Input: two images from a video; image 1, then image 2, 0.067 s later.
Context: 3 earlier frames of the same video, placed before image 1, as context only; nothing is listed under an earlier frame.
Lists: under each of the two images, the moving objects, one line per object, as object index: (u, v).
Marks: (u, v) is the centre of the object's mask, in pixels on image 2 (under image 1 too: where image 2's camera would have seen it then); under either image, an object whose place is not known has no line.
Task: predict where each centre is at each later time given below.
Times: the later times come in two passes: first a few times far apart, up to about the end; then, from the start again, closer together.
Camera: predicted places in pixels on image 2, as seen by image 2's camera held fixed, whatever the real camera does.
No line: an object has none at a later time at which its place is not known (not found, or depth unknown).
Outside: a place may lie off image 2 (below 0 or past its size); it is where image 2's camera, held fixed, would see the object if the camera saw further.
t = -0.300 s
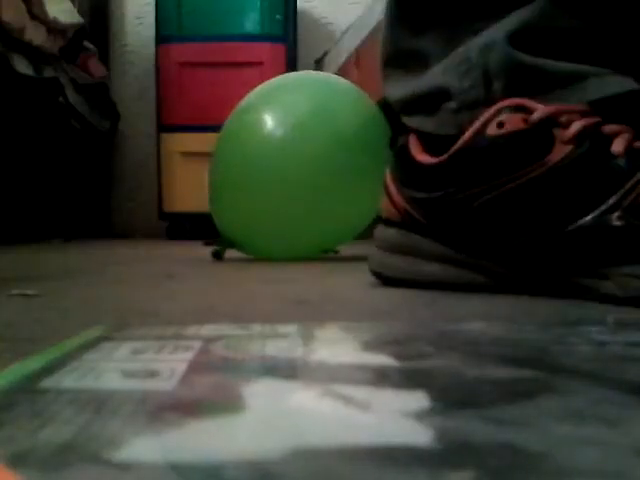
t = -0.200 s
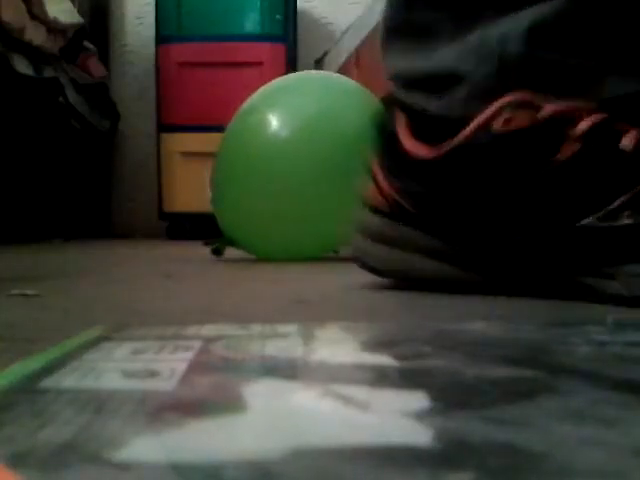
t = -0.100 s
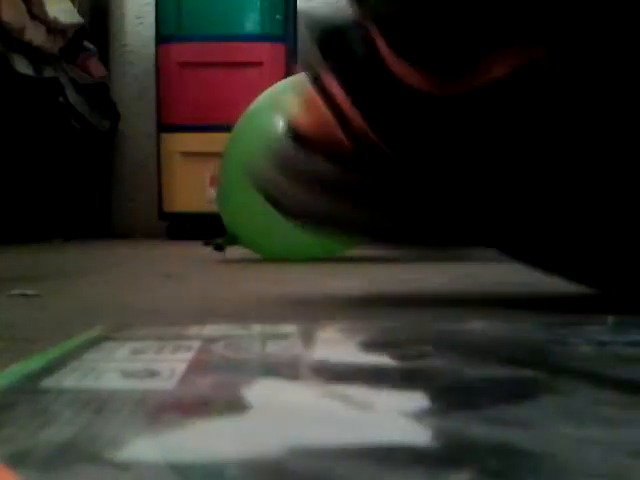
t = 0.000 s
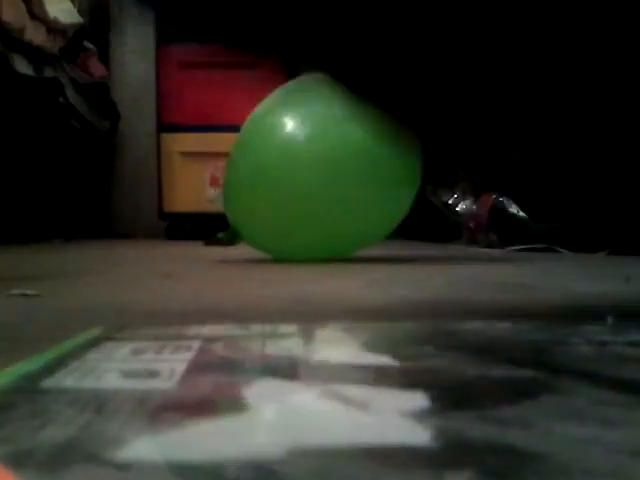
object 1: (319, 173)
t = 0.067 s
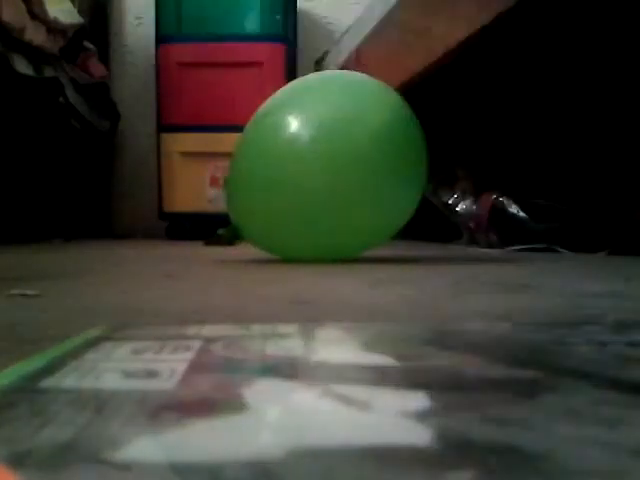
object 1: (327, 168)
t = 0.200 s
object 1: (332, 168)
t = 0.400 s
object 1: (332, 165)
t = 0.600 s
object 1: (321, 162)
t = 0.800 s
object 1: (309, 158)
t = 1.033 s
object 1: (302, 155)
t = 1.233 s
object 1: (305, 155)
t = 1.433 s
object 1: (309, 154)
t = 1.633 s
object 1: (316, 154)
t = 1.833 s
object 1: (321, 154)
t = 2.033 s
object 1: (319, 153)
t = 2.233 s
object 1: (314, 152)
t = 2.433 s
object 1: (310, 151)
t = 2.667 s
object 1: (309, 151)
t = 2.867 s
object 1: (313, 152)
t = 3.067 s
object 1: (318, 153)
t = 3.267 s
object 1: (323, 153)
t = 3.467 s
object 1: (326, 154)
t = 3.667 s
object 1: (327, 154)
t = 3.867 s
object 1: (331, 154)
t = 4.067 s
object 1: (340, 155)
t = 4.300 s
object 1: (356, 158)
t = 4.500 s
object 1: (372, 160)
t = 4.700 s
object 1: (382, 161)
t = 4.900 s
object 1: (381, 162)
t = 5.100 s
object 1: (382, 162)
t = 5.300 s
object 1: (387, 164)
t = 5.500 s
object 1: (395, 166)
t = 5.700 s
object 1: (400, 167)
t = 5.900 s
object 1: (401, 167)
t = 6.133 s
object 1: (398, 167)
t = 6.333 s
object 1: (396, 166)
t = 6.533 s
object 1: (391, 166)
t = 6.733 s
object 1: (386, 164)
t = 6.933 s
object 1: (386, 163)
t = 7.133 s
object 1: (388, 163)
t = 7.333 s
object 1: (390, 163)
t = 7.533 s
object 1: (388, 162)
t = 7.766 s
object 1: (381, 161)
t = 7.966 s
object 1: (375, 160)
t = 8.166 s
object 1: (376, 160)
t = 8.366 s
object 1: (381, 161)
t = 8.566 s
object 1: (386, 161)
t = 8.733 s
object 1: (385, 161)
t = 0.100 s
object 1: (329, 168)
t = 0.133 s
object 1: (330, 168)
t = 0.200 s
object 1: (332, 168)
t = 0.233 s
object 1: (333, 167)
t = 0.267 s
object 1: (333, 167)
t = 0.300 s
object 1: (333, 166)
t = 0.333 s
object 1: (334, 166)
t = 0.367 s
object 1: (333, 166)
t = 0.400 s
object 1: (332, 165)
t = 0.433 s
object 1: (331, 165)
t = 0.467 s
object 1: (329, 164)
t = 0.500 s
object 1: (327, 164)
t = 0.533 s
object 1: (326, 163)
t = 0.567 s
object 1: (323, 163)
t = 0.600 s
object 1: (321, 162)
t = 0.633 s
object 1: (319, 161)
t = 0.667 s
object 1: (317, 161)
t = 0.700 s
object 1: (315, 160)
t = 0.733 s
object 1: (313, 159)
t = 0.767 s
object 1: (311, 159)
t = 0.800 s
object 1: (309, 158)
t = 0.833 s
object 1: (307, 158)
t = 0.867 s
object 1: (306, 157)
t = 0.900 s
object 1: (304, 157)
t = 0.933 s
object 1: (303, 156)
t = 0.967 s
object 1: (303, 156)
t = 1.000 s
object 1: (302, 156)
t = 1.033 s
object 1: (302, 155)
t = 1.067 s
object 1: (302, 155)
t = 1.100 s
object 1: (302, 155)
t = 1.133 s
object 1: (303, 155)
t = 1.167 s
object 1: (304, 155)
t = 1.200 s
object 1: (305, 155)
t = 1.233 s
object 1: (305, 155)
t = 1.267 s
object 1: (306, 155)
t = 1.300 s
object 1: (307, 154)
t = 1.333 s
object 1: (307, 155)
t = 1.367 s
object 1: (308, 154)
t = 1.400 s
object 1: (309, 154)
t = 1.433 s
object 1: (309, 154)
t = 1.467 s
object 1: (310, 154)
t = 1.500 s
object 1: (311, 154)
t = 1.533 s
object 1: (312, 154)
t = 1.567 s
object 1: (314, 154)
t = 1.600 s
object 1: (315, 154)
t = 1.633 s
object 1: (316, 154)
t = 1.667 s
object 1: (318, 154)
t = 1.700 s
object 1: (319, 154)
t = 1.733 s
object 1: (319, 154)
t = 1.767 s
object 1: (320, 154)
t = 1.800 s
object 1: (321, 154)
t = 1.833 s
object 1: (321, 154)
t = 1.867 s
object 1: (321, 154)
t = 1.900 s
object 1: (321, 154)
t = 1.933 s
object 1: (321, 153)
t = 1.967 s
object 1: (321, 153)
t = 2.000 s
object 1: (320, 153)
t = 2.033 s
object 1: (319, 153)
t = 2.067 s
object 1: (319, 153)
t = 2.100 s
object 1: (318, 153)
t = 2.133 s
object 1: (317, 153)
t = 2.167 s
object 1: (316, 153)
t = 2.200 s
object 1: (315, 152)
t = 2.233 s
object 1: (314, 152)
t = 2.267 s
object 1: (313, 152)
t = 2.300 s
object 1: (312, 152)
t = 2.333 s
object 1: (312, 152)
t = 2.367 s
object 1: (311, 151)
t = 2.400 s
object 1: (310, 151)
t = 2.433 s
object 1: (310, 151)
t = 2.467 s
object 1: (309, 151)
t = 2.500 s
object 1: (309, 151)
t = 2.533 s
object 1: (309, 151)
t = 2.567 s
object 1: (309, 151)
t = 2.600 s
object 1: (309, 151)
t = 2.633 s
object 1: (309, 151)
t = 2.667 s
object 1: (309, 151)
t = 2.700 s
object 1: (310, 151)
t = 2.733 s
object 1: (310, 151)
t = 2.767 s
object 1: (311, 151)
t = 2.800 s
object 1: (311, 151)
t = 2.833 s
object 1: (312, 151)
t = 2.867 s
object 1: (313, 152)
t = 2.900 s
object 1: (313, 152)
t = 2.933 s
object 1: (314, 152)
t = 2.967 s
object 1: (315, 152)
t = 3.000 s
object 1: (316, 152)
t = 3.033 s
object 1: (317, 153)
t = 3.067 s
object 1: (318, 153)
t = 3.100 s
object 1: (319, 153)
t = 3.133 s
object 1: (320, 153)
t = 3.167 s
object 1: (320, 153)
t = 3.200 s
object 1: (321, 153)
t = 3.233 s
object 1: (322, 153)
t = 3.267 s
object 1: (323, 153)
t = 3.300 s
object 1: (323, 153)
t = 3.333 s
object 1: (324, 153)
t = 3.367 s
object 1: (325, 153)
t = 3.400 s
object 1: (325, 154)
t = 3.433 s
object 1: (325, 154)
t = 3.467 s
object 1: (326, 154)
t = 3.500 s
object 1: (326, 154)
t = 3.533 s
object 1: (326, 154)
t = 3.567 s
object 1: (327, 154)
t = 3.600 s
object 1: (327, 154)
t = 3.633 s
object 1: (327, 154)
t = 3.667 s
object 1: (327, 154)
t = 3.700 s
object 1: (328, 154)
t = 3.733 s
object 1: (328, 154)
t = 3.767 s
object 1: (329, 154)
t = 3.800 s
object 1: (329, 154)
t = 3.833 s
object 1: (330, 154)
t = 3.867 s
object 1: (331, 154)
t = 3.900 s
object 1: (332, 154)
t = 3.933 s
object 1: (333, 154)
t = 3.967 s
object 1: (335, 154)
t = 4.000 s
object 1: (336, 154)
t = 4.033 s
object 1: (338, 154)
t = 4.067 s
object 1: (340, 155)
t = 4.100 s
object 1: (342, 155)
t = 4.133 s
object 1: (344, 155)
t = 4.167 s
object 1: (346, 156)
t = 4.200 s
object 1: (348, 156)
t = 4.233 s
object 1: (351, 157)
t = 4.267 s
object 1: (354, 157)
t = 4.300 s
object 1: (356, 158)
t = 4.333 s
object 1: (359, 158)
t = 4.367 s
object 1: (361, 159)
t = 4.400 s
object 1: (364, 159)
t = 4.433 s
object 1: (367, 159)
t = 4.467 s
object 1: (369, 160)
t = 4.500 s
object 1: (372, 160)
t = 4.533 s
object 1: (374, 161)
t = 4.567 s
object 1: (376, 161)
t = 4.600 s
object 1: (379, 160)
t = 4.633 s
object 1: (380, 161)
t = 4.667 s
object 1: (381, 161)
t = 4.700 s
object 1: (382, 161)
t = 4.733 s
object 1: (382, 161)
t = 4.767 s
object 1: (381, 161)
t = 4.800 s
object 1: (381, 162)
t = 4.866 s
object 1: (381, 162)
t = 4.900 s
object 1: (381, 162)
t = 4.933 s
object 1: (381, 162)
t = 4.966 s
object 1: (381, 162)
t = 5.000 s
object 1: (381, 162)
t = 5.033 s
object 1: (381, 162)
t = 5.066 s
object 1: (381, 162)
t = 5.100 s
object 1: (382, 162)
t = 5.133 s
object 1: (382, 162)
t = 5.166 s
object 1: (383, 162)
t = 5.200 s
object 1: (384, 163)
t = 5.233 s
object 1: (385, 163)
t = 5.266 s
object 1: (386, 163)
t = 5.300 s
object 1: (387, 164)
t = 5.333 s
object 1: (388, 164)
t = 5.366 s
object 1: (390, 164)
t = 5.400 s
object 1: (391, 165)
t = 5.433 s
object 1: (392, 165)
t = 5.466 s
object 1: (394, 165)
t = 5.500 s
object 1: (395, 166)
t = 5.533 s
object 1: (396, 166)
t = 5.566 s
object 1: (397, 166)
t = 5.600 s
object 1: (398, 166)
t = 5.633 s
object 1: (399, 167)
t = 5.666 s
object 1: (400, 167)
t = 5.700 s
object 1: (400, 167)
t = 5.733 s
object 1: (401, 167)
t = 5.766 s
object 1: (402, 167)
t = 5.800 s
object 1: (402, 167)
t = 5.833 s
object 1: (402, 167)
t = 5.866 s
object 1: (401, 167)
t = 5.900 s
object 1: (401, 167)
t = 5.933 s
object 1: (401, 167)
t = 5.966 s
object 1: (400, 167)
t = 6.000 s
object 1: (400, 167)
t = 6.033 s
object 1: (399, 167)
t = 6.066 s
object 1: (399, 167)
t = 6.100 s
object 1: (398, 167)
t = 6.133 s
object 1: (398, 167)
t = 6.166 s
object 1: (398, 167)
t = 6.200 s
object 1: (397, 167)
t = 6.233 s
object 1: (397, 167)
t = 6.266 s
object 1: (397, 167)
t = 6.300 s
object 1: (396, 166)
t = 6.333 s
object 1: (396, 166)
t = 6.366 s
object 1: (395, 166)
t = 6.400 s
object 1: (395, 166)
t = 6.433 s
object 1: (394, 166)
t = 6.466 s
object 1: (393, 166)
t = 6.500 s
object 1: (392, 165)
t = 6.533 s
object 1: (391, 166)
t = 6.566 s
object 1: (390, 165)
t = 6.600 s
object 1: (389, 165)
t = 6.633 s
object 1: (388, 165)
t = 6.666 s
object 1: (387, 164)
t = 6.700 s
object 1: (387, 164)
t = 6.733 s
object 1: (386, 164)
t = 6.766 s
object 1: (386, 164)
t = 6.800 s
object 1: (386, 163)
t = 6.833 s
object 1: (386, 163)
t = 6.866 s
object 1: (386, 163)
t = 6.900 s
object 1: (386, 163)
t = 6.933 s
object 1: (386, 163)
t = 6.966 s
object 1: (387, 163)
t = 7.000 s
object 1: (387, 163)
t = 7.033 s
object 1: (387, 163)
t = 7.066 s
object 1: (387, 163)
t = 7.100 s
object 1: (388, 163)
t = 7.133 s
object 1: (388, 163)
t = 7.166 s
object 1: (389, 163)
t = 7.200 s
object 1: (389, 163)
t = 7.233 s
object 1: (389, 163)
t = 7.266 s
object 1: (390, 163)
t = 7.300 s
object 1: (390, 163)
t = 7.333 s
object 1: (390, 163)
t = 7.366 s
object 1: (390, 163)
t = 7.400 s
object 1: (390, 163)
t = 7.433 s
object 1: (390, 163)
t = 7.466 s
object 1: (390, 163)
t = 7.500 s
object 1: (389, 162)
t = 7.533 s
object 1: (388, 162)
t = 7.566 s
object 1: (387, 162)
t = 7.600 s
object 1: (386, 162)
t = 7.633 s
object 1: (385, 162)
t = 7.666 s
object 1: (384, 162)
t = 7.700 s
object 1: (383, 161)
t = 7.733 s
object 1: (382, 161)
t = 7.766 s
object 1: (381, 161)
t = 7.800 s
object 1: (379, 161)
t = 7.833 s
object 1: (378, 161)
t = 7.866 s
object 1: (378, 160)
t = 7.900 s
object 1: (377, 160)
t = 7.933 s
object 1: (376, 160)
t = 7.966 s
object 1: (375, 160)
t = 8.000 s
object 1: (375, 160)
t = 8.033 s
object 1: (375, 160)
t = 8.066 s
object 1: (375, 160)
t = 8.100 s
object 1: (375, 160)
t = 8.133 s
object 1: (376, 160)
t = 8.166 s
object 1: (376, 160)
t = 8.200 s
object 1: (377, 160)
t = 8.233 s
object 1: (377, 160)
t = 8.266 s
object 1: (378, 160)
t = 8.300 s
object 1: (379, 160)
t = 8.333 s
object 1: (380, 160)
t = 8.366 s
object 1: (381, 161)
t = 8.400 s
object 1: (382, 161)
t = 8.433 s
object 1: (383, 161)
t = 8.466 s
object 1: (384, 161)
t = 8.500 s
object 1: (385, 161)
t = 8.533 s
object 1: (386, 161)
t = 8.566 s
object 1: (386, 161)
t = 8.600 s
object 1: (386, 161)
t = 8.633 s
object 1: (386, 161)
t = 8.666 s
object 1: (386, 161)
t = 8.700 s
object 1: (386, 162)
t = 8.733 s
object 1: (385, 161)
